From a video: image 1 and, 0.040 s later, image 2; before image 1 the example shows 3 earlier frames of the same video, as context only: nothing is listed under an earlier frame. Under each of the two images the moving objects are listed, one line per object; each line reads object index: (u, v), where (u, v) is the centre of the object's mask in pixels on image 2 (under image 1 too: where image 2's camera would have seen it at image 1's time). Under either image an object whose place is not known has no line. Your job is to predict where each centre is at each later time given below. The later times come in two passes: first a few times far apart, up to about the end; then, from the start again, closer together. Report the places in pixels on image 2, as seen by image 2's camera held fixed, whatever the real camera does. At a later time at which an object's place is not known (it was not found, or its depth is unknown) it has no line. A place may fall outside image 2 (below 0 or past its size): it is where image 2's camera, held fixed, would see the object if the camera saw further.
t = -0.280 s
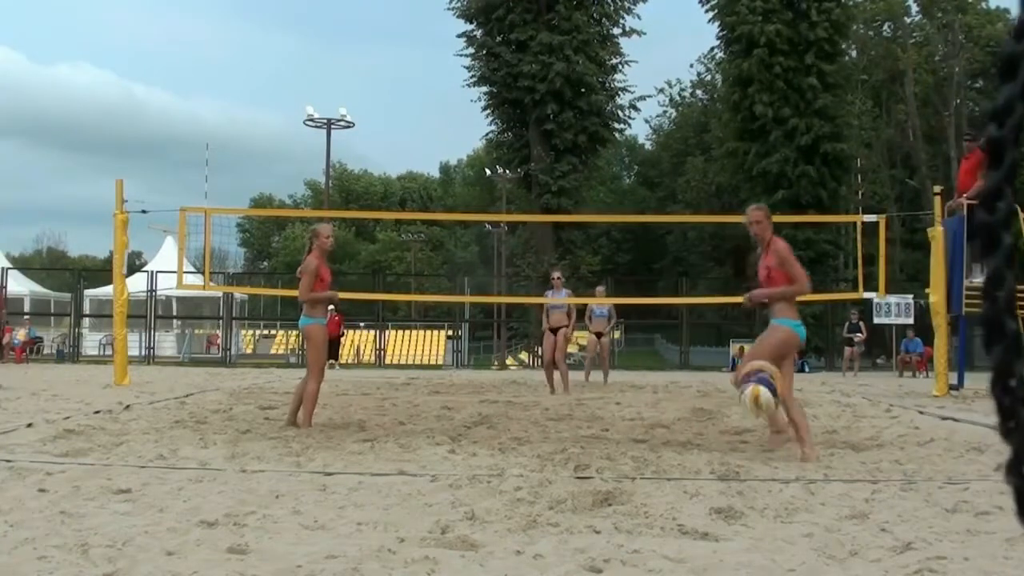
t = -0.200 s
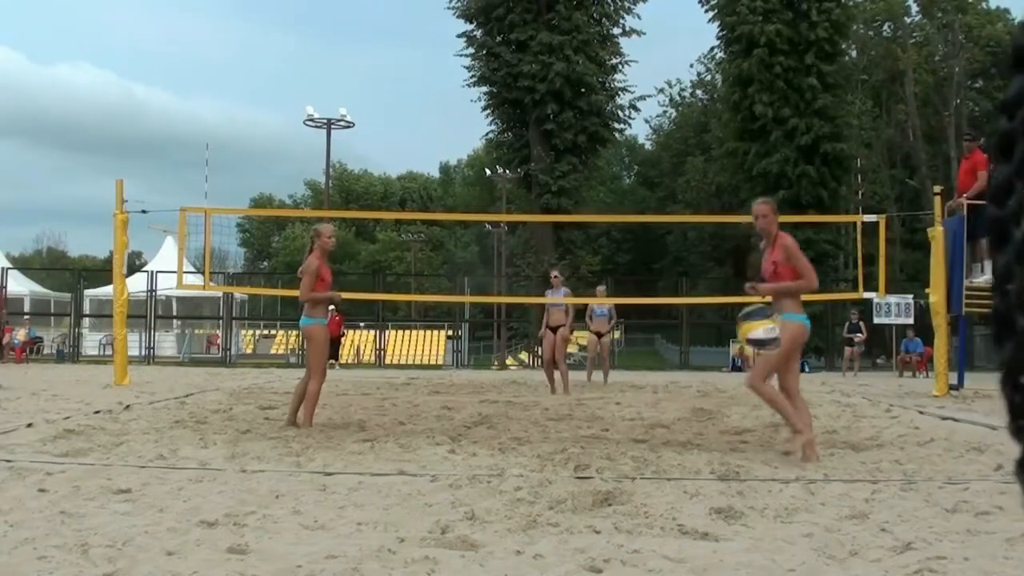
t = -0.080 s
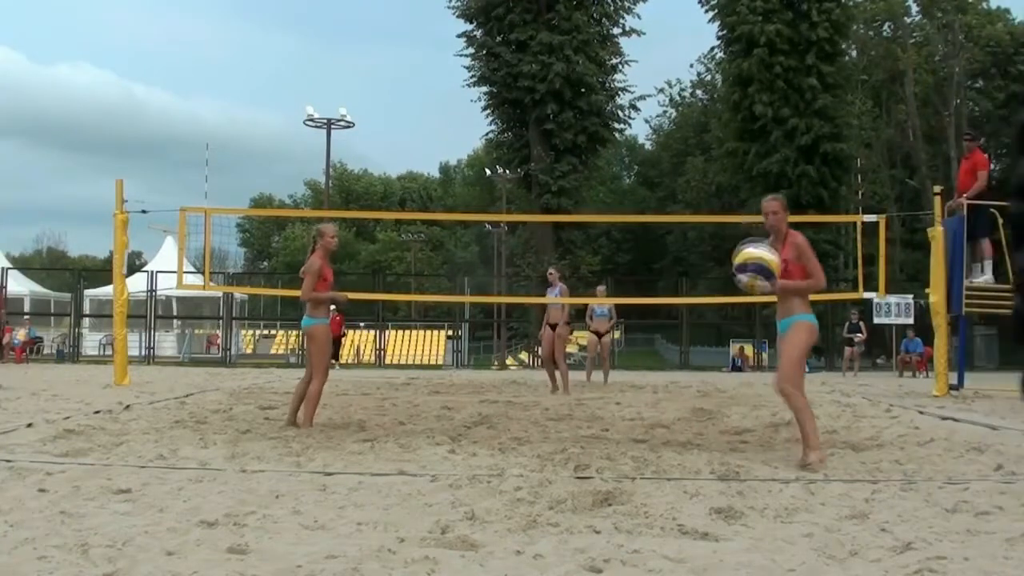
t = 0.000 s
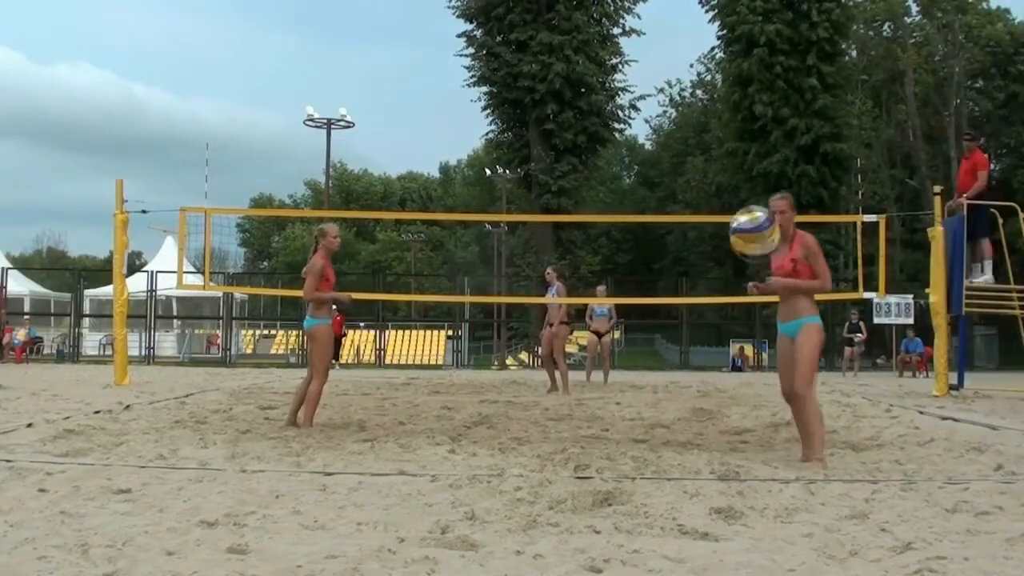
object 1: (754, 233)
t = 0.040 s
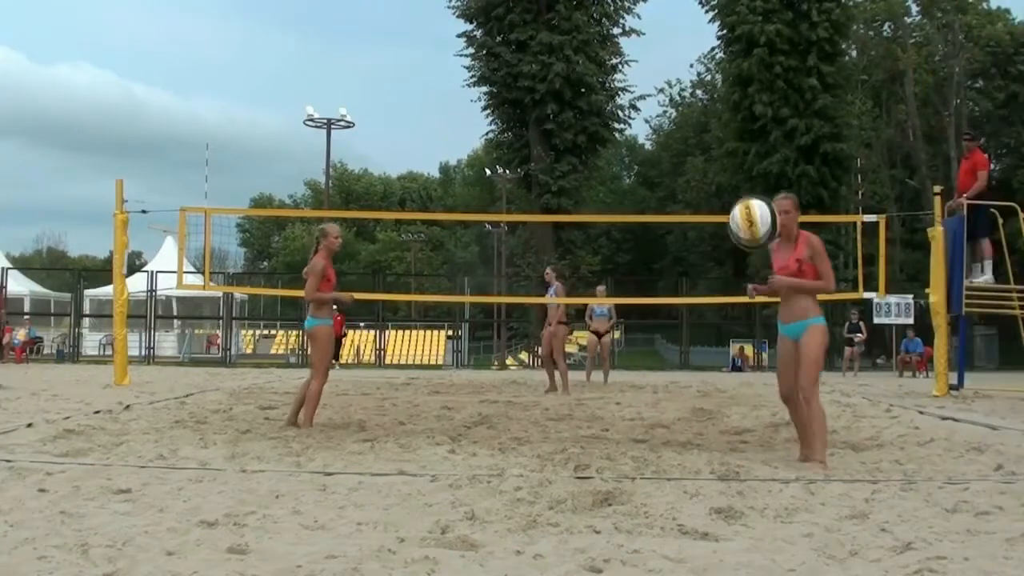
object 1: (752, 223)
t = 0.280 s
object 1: (749, 242)
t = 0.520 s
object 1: (743, 481)
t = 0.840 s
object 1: (798, 429)
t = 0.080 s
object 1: (753, 216)
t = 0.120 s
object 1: (752, 212)
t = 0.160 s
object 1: (751, 212)
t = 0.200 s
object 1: (750, 216)
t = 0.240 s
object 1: (750, 228)
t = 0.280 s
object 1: (749, 242)
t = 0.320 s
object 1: (749, 262)
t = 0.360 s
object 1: (747, 291)
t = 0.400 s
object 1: (746, 327)
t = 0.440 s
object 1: (747, 367)
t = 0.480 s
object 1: (747, 418)
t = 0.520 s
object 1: (743, 481)
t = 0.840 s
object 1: (798, 429)
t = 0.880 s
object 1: (811, 420)
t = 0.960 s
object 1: (832, 426)
